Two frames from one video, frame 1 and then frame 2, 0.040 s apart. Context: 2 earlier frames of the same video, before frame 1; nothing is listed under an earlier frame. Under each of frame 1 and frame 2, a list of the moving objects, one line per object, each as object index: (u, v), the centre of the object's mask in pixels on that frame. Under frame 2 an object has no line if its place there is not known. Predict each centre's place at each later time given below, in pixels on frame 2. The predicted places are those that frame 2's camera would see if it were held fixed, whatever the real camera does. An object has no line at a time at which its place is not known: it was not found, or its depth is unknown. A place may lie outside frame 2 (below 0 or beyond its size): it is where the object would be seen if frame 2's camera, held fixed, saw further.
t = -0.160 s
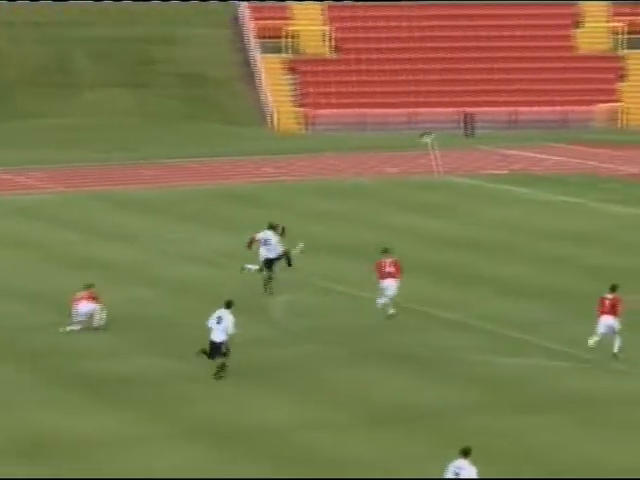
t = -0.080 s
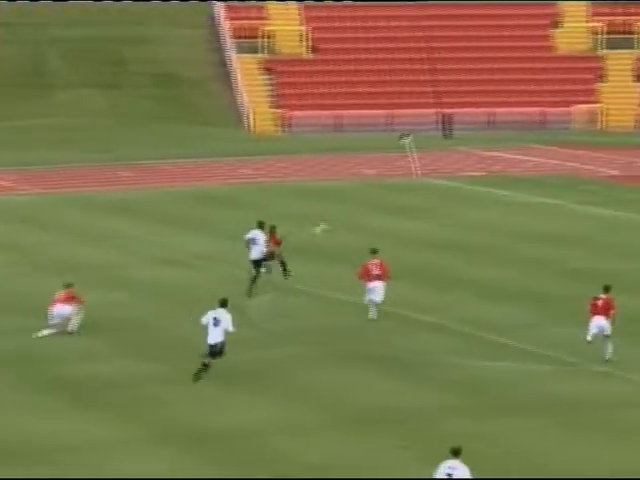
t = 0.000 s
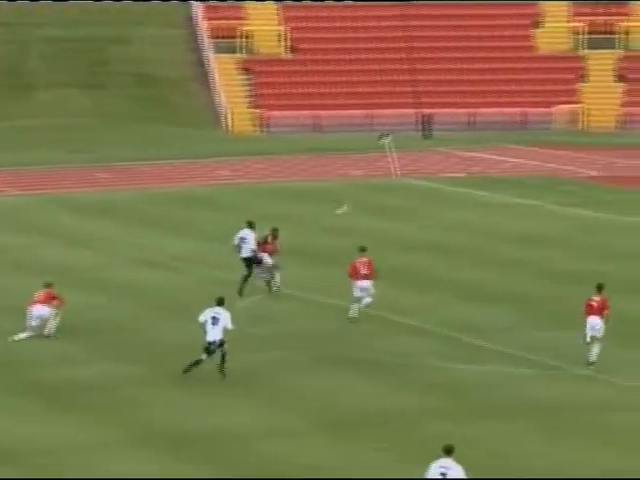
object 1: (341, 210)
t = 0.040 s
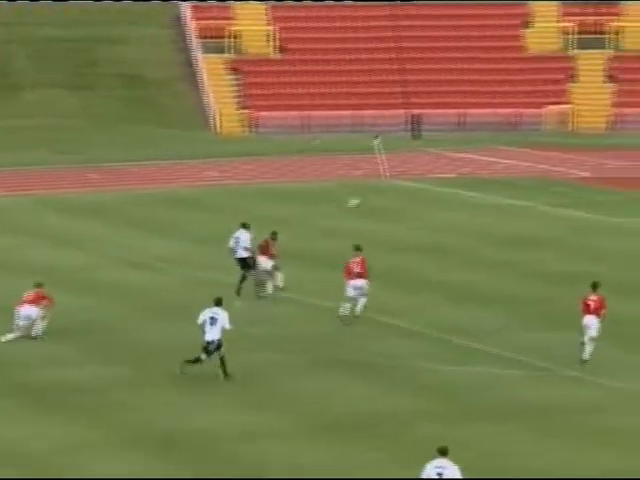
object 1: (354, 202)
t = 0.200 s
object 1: (439, 171)
